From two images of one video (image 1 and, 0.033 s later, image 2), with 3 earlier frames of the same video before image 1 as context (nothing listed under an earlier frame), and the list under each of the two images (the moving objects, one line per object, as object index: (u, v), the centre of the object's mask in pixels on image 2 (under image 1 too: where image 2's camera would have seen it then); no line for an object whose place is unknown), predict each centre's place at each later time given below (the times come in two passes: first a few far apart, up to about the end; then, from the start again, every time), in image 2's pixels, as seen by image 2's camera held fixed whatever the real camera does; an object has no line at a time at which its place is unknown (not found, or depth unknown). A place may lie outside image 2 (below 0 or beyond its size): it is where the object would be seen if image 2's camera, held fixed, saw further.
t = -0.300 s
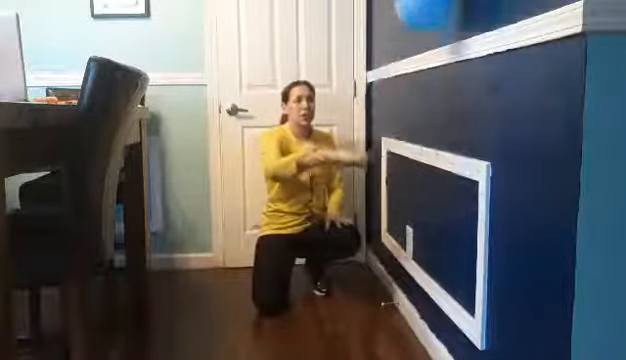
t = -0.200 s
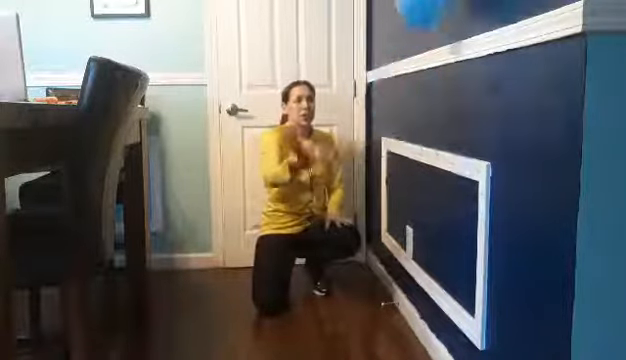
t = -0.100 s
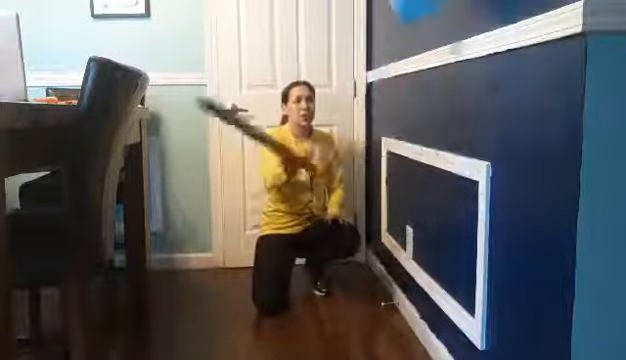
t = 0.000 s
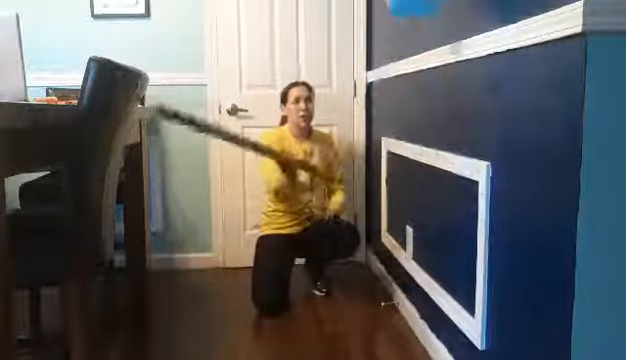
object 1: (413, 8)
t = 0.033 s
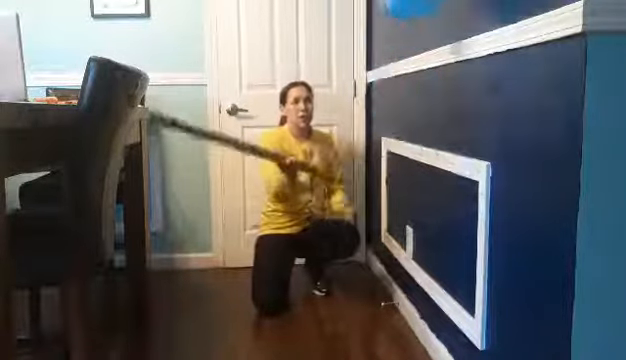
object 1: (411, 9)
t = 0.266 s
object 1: (408, 21)
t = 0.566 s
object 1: (404, 91)
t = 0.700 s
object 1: (405, 141)
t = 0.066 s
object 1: (410, 9)
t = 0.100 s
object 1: (410, 9)
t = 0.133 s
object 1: (410, 9)
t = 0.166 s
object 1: (409, 11)
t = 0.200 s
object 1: (408, 14)
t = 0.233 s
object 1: (407, 16)
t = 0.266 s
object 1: (408, 21)
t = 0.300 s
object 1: (408, 23)
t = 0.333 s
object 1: (406, 27)
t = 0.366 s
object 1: (407, 30)
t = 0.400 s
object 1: (406, 40)
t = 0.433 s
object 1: (406, 50)
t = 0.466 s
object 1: (406, 59)
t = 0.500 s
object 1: (404, 69)
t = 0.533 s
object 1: (405, 81)
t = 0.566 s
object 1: (404, 91)
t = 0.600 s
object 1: (404, 104)
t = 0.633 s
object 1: (404, 114)
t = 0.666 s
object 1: (405, 128)
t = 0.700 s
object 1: (405, 141)
